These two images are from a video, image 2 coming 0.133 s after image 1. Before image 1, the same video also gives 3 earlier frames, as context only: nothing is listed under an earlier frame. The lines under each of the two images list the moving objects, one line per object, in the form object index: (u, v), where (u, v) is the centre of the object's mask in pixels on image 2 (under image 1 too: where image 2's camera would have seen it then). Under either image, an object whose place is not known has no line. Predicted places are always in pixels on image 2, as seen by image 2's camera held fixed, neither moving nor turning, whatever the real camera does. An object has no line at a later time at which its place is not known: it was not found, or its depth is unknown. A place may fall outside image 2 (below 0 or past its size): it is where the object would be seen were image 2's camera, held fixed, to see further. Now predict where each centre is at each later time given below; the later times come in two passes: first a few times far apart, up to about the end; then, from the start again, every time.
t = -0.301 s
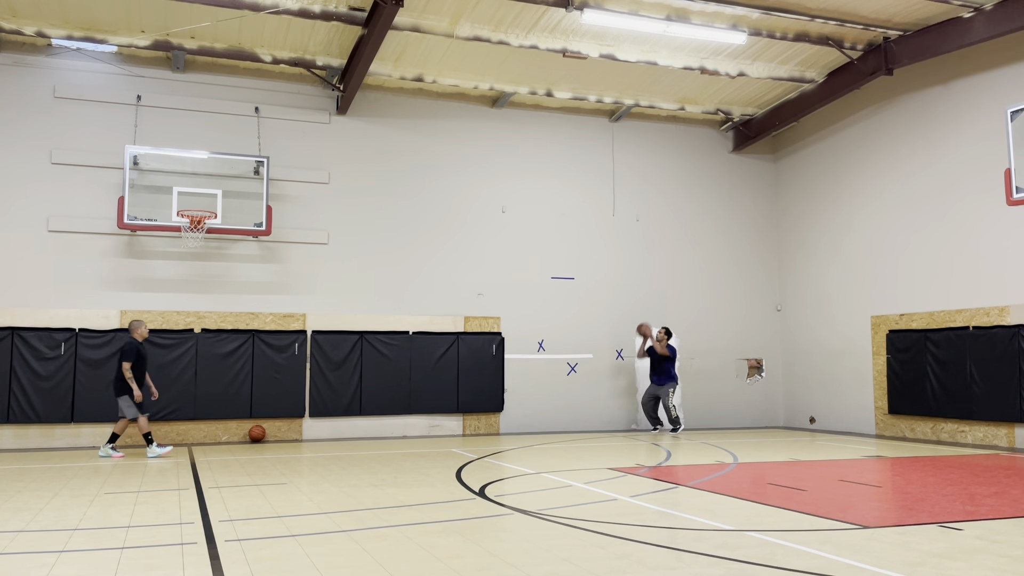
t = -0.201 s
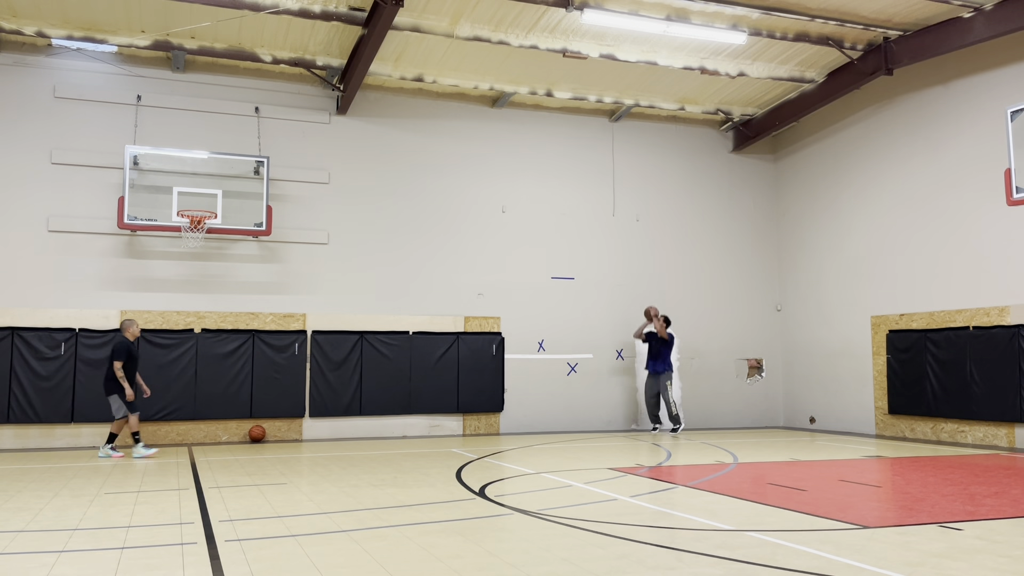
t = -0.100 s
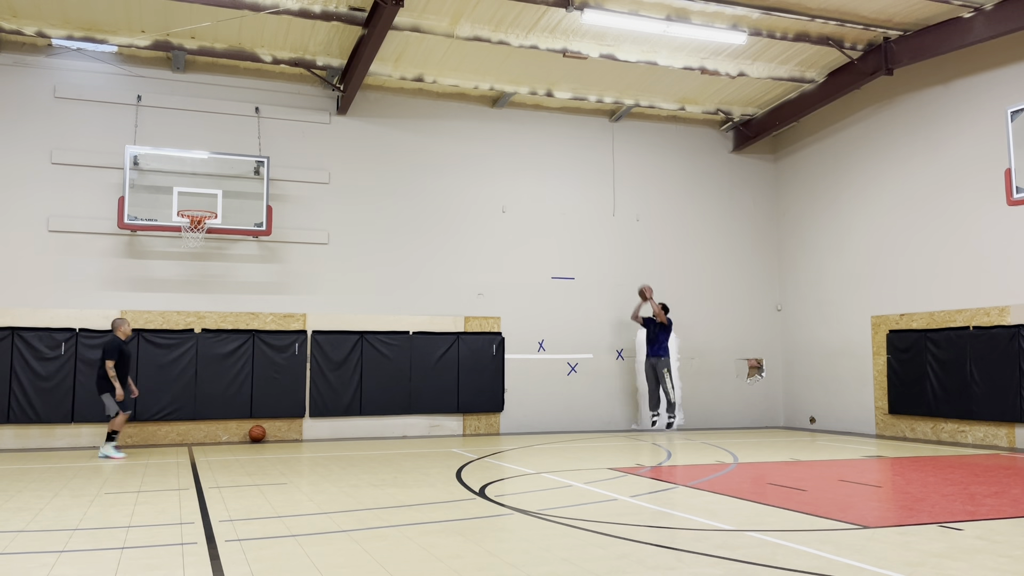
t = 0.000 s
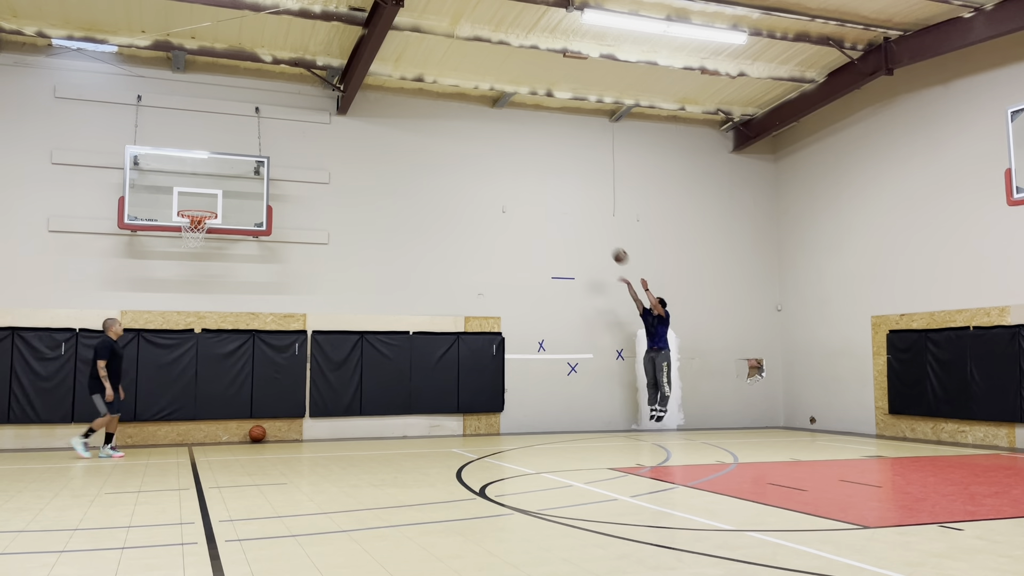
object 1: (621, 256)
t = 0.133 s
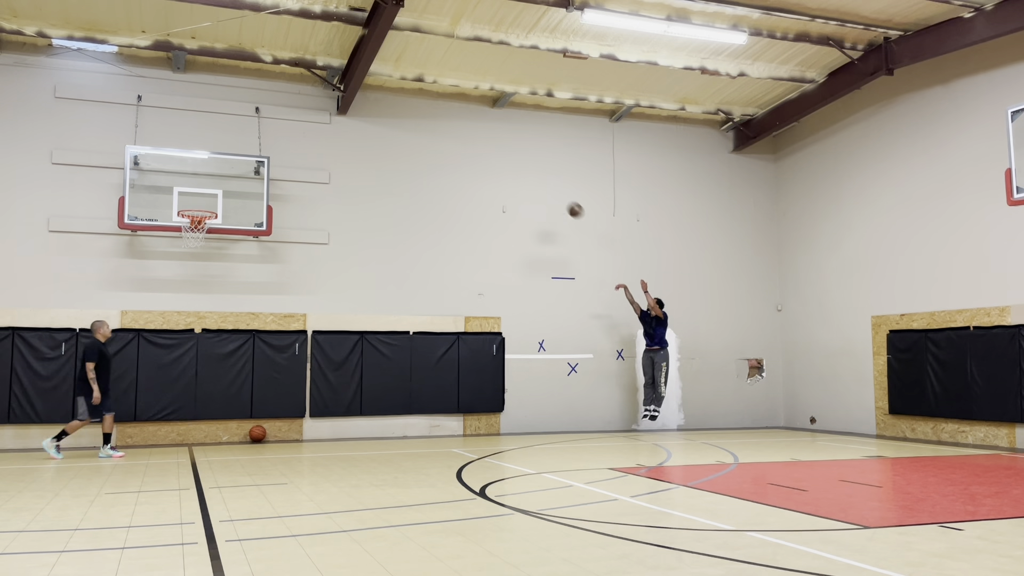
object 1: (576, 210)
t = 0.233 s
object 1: (542, 182)
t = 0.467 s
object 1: (460, 138)
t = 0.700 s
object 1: (373, 125)
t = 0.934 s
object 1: (279, 148)
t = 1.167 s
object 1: (187, 203)
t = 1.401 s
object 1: (263, 158)
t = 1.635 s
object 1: (336, 152)
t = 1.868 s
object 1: (406, 185)
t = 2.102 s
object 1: (472, 254)
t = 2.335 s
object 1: (536, 361)
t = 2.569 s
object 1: (585, 393)
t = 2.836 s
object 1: (621, 313)
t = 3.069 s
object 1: (653, 286)
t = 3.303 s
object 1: (686, 297)
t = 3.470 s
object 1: (710, 330)
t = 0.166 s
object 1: (564, 200)
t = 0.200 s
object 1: (553, 191)
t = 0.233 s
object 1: (542, 182)
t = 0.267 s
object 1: (530, 174)
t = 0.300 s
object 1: (519, 167)
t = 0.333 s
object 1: (507, 160)
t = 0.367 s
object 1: (497, 153)
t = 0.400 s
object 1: (484, 148)
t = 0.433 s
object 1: (472, 142)
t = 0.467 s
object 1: (460, 138)
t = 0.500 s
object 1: (448, 134)
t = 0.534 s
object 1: (436, 131)
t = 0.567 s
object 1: (424, 128)
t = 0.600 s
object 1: (411, 126)
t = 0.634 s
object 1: (398, 125)
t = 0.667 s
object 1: (386, 125)
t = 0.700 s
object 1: (373, 125)
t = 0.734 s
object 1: (360, 126)
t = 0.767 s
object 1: (347, 128)
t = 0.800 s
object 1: (333, 131)
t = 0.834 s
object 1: (320, 134)
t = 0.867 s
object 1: (306, 138)
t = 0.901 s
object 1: (293, 143)
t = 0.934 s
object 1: (279, 148)
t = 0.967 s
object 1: (266, 155)
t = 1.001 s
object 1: (251, 163)
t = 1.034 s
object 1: (236, 171)
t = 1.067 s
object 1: (222, 180)
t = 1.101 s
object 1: (206, 190)
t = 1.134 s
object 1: (192, 201)
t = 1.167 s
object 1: (187, 203)
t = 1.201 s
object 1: (198, 195)
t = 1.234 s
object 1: (209, 186)
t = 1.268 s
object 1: (220, 179)
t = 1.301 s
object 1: (231, 173)
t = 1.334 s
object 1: (241, 167)
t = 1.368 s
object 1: (253, 162)
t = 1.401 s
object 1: (263, 158)
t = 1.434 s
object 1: (274, 155)
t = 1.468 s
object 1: (284, 152)
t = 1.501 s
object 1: (295, 151)
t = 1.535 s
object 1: (305, 150)
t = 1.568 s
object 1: (315, 150)
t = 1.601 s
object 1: (326, 151)
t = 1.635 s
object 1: (336, 152)
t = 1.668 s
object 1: (346, 154)
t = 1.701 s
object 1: (356, 157)
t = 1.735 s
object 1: (366, 161)
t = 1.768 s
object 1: (376, 166)
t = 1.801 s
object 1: (386, 171)
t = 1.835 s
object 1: (396, 178)
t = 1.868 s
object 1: (406, 185)
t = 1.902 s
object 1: (415, 192)
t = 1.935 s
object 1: (425, 201)
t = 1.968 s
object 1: (435, 210)
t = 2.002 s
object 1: (444, 220)
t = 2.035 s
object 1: (454, 230)
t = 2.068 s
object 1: (463, 242)
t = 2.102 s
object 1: (472, 254)
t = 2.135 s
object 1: (482, 267)
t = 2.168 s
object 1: (491, 281)
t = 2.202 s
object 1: (500, 295)
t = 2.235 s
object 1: (509, 310)
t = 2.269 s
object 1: (518, 326)
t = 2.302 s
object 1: (527, 343)
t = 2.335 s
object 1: (536, 361)
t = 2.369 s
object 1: (545, 379)
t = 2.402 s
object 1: (554, 399)
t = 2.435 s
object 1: (563, 418)
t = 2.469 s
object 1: (571, 437)
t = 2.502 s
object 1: (576, 421)
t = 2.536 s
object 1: (581, 407)
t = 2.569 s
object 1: (585, 393)
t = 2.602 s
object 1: (590, 380)
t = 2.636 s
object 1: (594, 368)
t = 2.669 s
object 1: (599, 356)
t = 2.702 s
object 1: (603, 346)
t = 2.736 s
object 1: (608, 337)
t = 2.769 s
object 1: (612, 328)
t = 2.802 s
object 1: (616, 320)
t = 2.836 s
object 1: (621, 313)
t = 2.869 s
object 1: (626, 306)
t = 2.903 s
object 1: (630, 301)
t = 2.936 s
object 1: (635, 296)
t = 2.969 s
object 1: (639, 292)
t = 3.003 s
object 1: (644, 289)
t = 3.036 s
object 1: (649, 287)
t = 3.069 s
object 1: (653, 286)
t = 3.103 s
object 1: (658, 285)
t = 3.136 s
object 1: (662, 285)
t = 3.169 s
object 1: (667, 286)
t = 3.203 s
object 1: (671, 288)
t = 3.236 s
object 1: (676, 290)
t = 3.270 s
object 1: (681, 293)
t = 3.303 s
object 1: (686, 297)
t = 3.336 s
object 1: (691, 303)
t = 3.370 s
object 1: (695, 308)
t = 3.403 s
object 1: (700, 315)
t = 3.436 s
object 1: (705, 322)
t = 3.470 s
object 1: (710, 330)
